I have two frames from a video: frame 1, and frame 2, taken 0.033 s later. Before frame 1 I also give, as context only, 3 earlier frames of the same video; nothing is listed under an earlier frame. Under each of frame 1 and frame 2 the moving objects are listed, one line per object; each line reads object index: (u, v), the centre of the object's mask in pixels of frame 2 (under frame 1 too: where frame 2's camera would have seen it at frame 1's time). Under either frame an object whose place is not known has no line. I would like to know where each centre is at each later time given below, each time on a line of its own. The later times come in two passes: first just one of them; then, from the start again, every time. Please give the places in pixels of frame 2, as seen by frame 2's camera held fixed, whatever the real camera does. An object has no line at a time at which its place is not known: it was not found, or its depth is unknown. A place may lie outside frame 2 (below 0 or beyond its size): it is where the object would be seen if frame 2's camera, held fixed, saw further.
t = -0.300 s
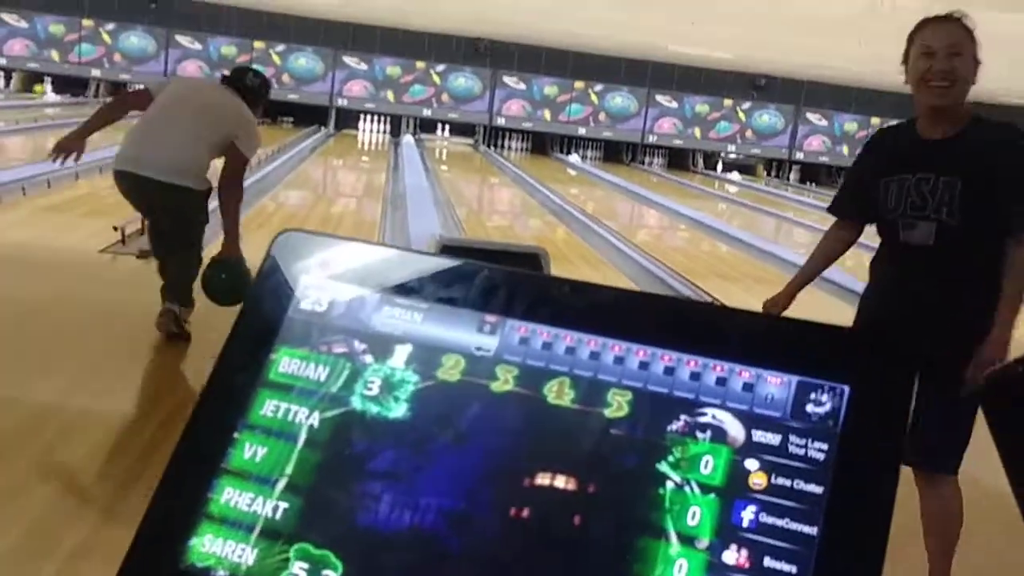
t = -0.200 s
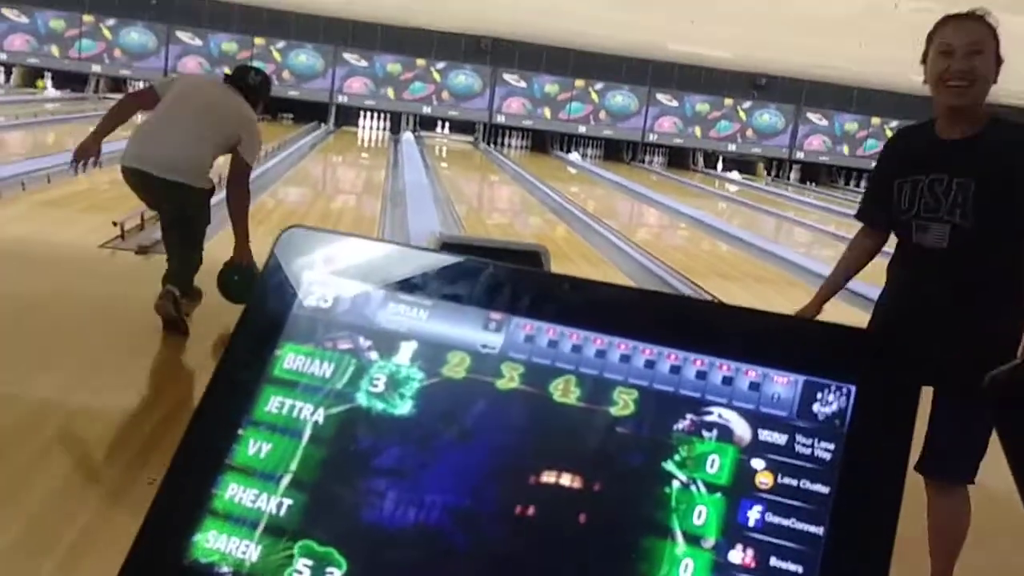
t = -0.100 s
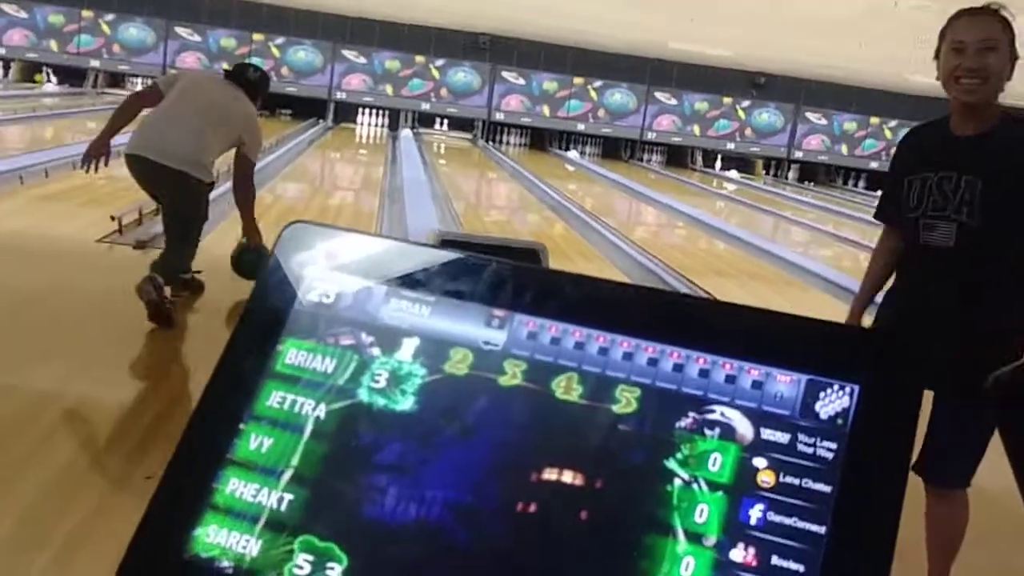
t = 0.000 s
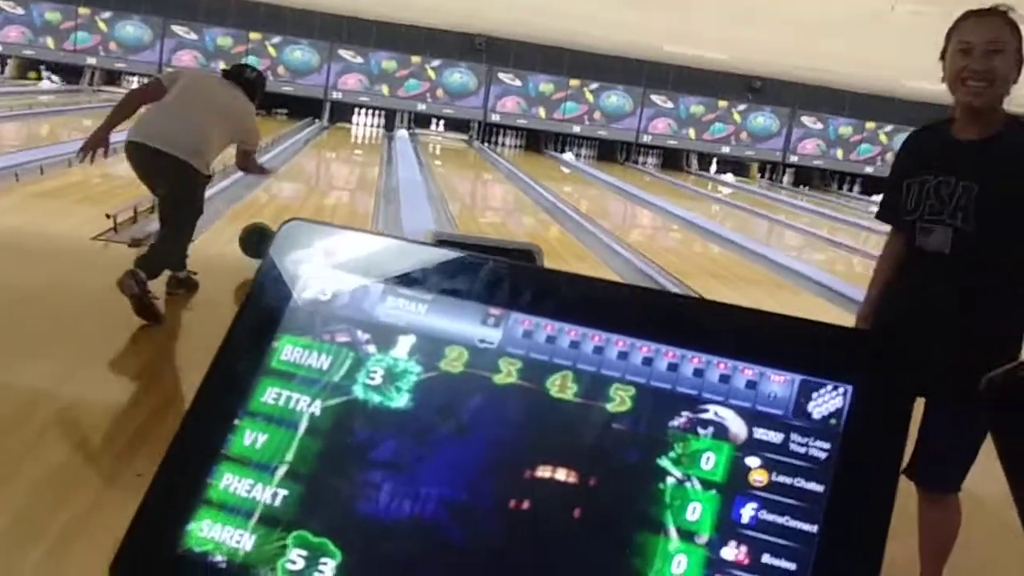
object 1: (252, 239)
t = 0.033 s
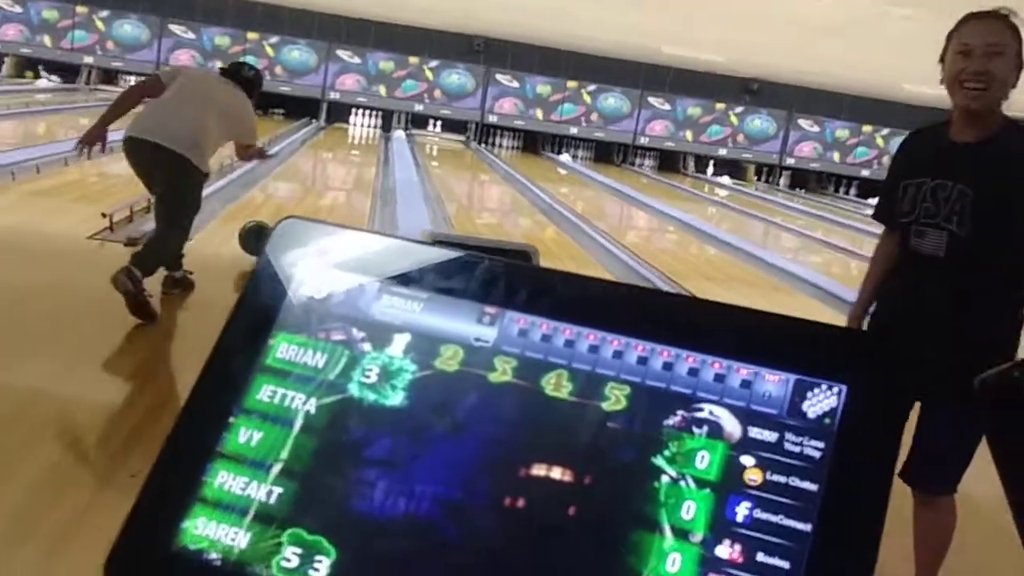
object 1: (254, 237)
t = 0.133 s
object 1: (259, 229)
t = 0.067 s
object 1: (256, 237)
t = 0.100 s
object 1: (257, 234)
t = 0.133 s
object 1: (259, 229)
